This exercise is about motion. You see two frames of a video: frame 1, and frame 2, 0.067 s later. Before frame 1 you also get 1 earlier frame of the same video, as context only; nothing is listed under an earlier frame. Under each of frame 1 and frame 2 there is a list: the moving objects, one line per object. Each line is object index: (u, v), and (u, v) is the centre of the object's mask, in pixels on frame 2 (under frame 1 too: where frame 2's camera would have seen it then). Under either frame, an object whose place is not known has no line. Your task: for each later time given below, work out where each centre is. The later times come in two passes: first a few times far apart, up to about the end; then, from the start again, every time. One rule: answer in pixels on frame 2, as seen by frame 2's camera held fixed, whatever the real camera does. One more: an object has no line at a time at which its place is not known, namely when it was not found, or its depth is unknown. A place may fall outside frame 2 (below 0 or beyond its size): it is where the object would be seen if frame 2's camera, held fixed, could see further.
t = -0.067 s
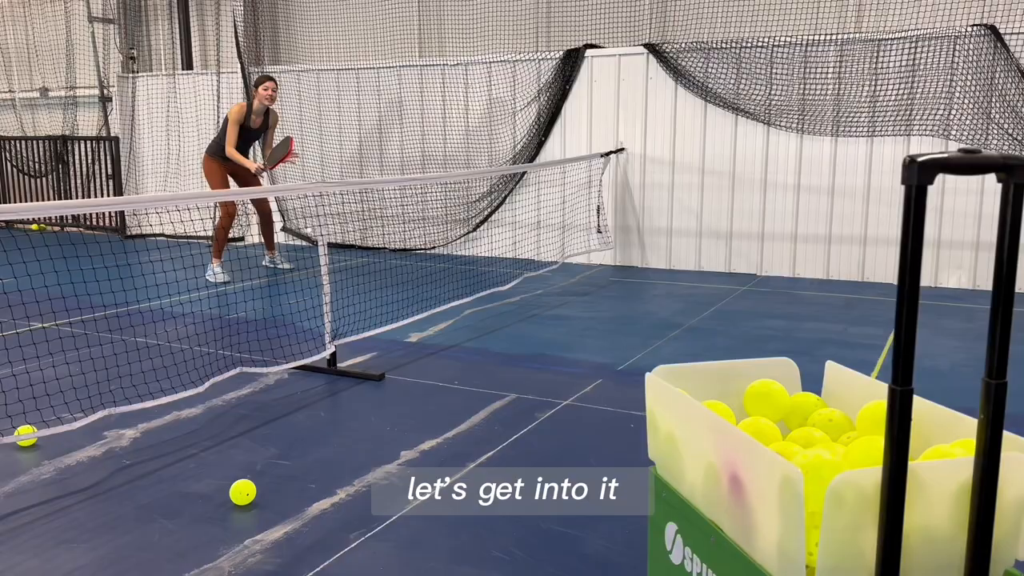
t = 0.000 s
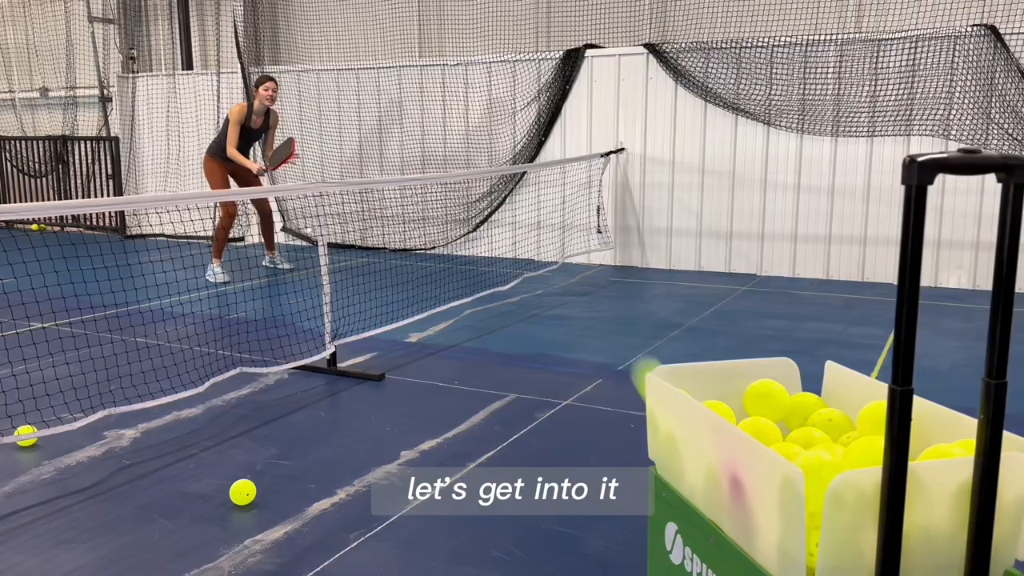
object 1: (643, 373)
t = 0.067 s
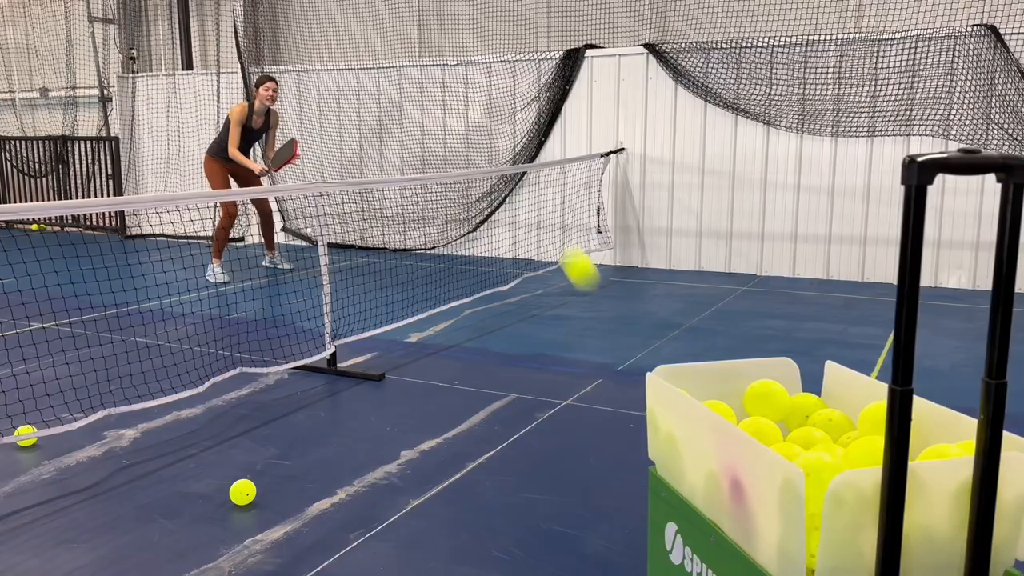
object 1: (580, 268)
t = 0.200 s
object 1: (482, 150)
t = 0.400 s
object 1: (405, 125)
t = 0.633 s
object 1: (361, 193)
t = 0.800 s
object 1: (343, 262)
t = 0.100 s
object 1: (548, 223)
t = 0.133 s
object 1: (522, 191)
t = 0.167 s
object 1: (501, 169)
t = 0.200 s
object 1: (482, 150)
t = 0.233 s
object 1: (465, 137)
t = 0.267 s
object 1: (450, 129)
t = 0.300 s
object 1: (436, 124)
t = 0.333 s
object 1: (425, 122)
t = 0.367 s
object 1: (414, 123)
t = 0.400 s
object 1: (405, 125)
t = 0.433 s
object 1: (397, 131)
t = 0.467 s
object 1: (389, 137)
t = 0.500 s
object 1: (382, 145)
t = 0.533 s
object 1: (376, 155)
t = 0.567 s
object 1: (371, 166)
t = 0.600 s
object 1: (365, 175)
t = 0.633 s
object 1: (361, 193)
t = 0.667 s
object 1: (357, 204)
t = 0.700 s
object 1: (352, 217)
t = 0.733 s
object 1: (350, 232)
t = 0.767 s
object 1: (346, 248)
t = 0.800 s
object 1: (343, 262)
